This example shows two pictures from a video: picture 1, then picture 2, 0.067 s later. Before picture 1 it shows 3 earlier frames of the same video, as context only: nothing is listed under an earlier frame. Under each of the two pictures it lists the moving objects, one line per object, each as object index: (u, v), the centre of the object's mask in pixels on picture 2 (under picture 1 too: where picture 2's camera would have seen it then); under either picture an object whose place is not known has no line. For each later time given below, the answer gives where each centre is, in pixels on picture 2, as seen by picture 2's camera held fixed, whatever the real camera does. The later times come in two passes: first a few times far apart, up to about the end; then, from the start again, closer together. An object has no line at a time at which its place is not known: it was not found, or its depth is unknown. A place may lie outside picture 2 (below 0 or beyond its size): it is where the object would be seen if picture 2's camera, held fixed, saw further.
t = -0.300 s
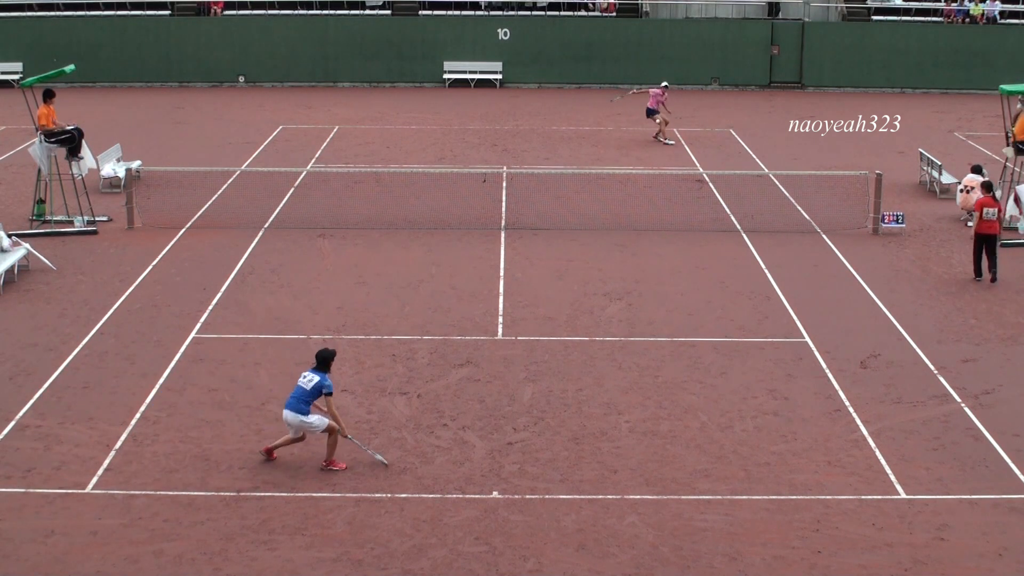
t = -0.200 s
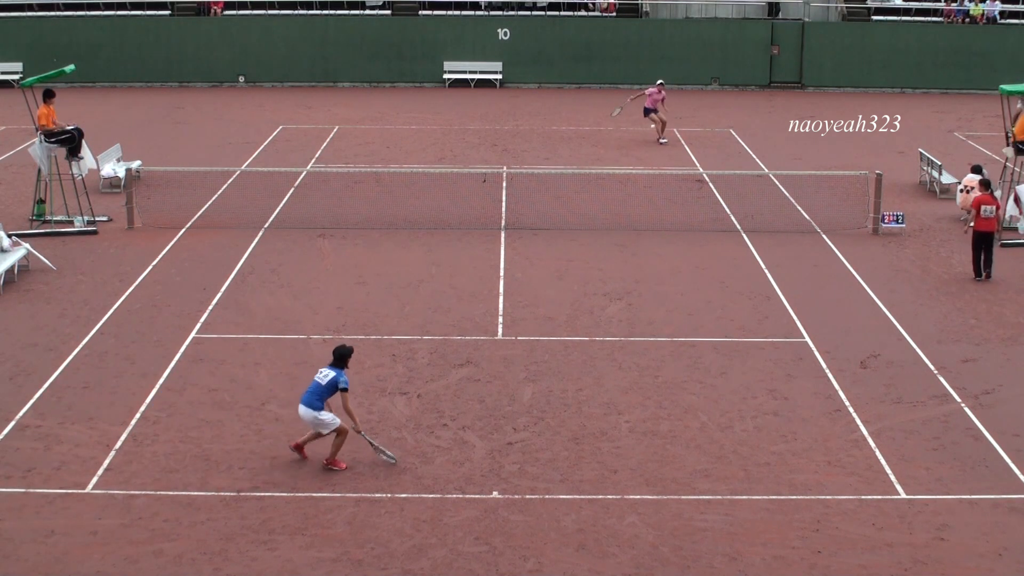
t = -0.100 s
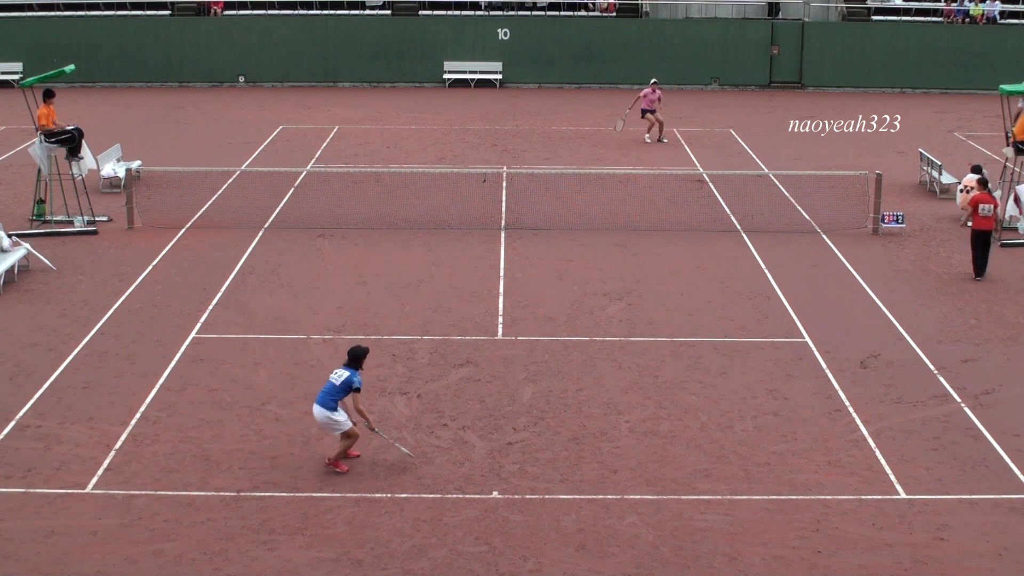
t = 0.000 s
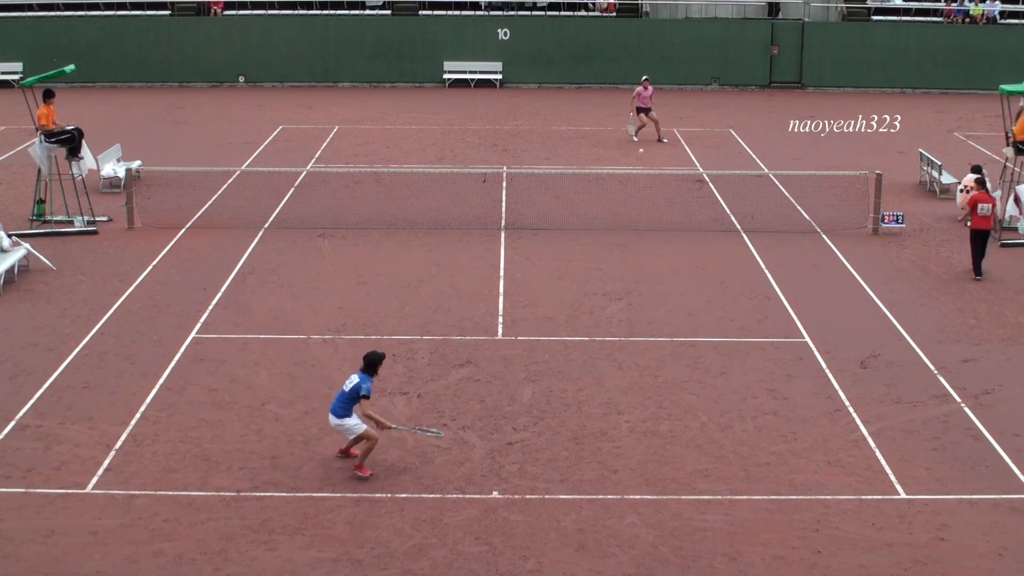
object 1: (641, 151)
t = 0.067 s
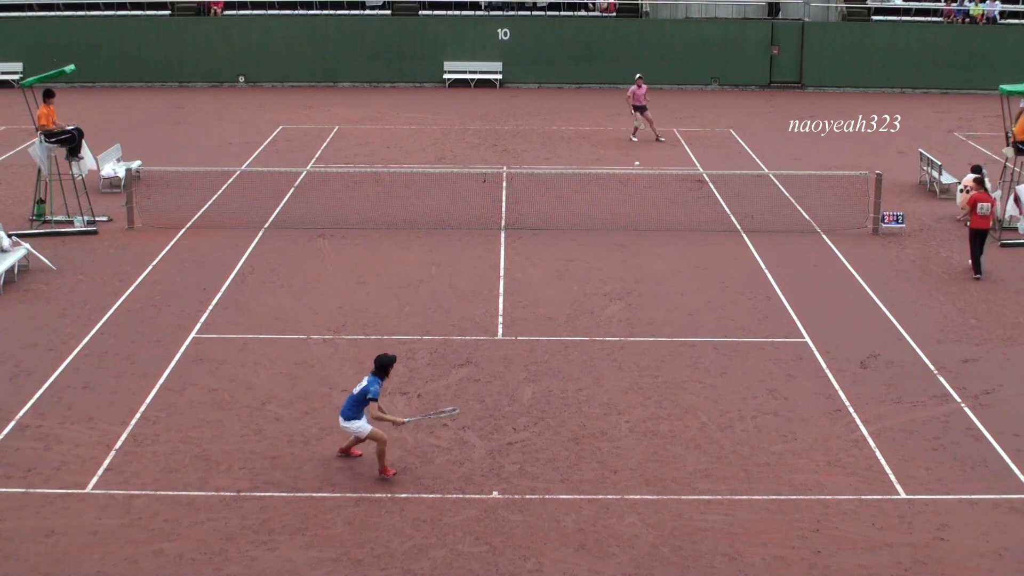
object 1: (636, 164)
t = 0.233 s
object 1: (625, 209)
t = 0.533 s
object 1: (601, 353)
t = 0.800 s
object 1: (586, 504)
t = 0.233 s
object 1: (625, 209)
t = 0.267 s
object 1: (623, 221)
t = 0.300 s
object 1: (620, 233)
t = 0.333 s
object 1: (618, 247)
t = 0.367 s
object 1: (615, 262)
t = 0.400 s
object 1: (613, 278)
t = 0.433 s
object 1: (610, 296)
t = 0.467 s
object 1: (607, 313)
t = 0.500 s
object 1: (605, 333)
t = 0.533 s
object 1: (601, 353)
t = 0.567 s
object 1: (599, 375)
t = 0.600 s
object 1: (595, 399)
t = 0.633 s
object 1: (592, 423)
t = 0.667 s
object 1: (589, 450)
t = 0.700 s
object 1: (585, 478)
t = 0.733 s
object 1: (581, 507)
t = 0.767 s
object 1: (584, 506)
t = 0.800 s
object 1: (586, 504)
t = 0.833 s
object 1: (589, 503)
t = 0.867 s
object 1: (592, 502)
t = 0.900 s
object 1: (595, 503)
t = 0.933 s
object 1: (598, 506)
